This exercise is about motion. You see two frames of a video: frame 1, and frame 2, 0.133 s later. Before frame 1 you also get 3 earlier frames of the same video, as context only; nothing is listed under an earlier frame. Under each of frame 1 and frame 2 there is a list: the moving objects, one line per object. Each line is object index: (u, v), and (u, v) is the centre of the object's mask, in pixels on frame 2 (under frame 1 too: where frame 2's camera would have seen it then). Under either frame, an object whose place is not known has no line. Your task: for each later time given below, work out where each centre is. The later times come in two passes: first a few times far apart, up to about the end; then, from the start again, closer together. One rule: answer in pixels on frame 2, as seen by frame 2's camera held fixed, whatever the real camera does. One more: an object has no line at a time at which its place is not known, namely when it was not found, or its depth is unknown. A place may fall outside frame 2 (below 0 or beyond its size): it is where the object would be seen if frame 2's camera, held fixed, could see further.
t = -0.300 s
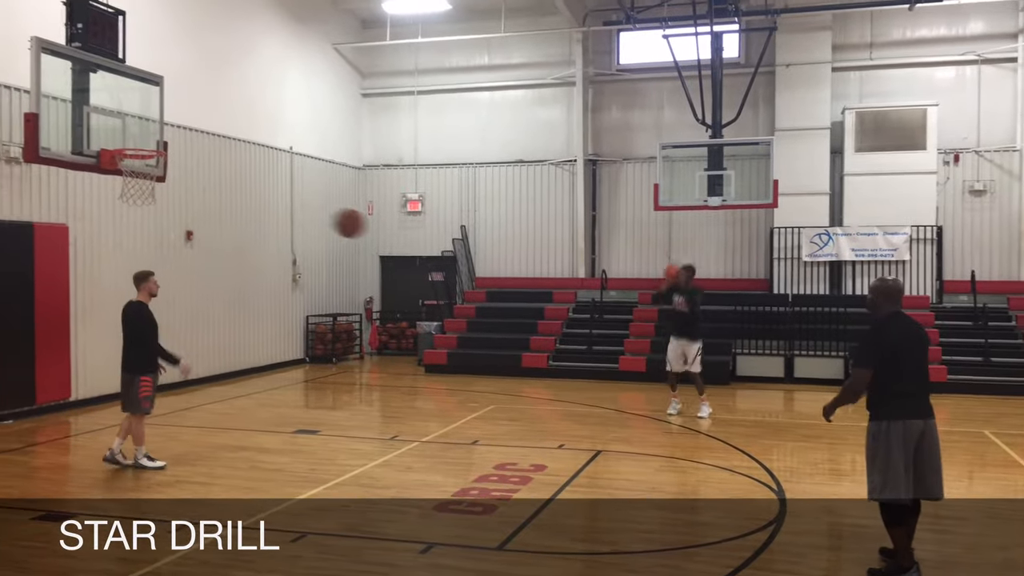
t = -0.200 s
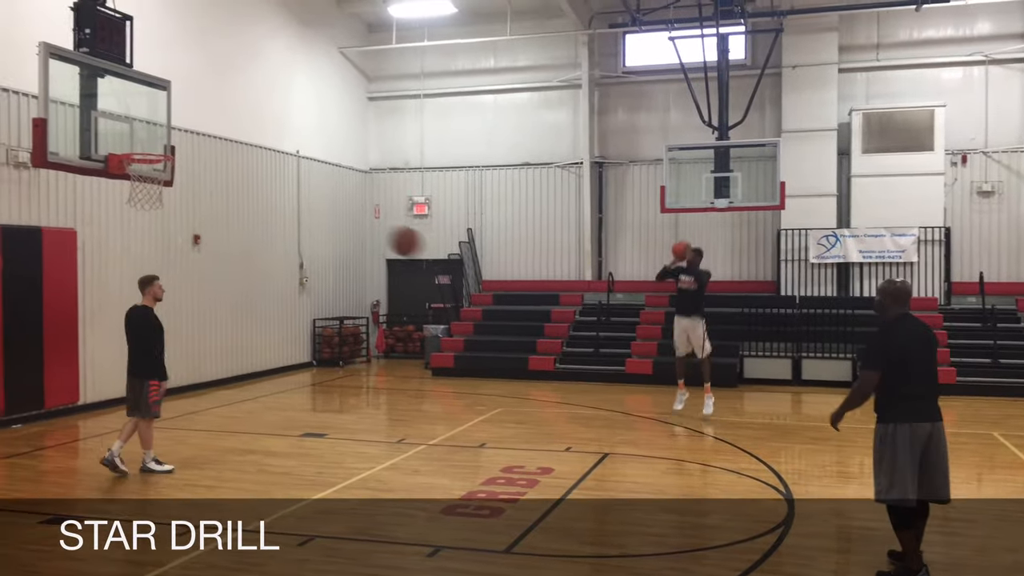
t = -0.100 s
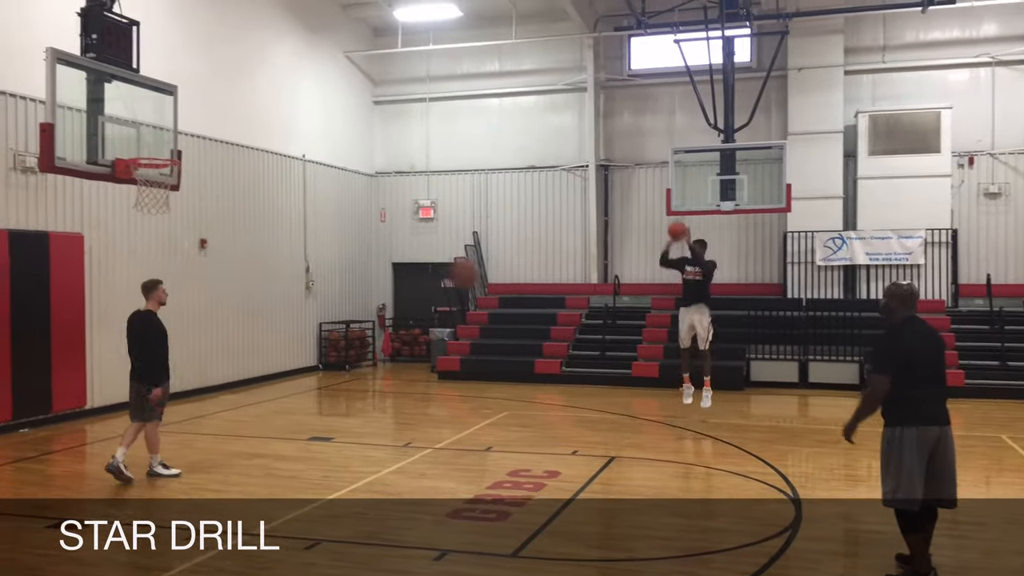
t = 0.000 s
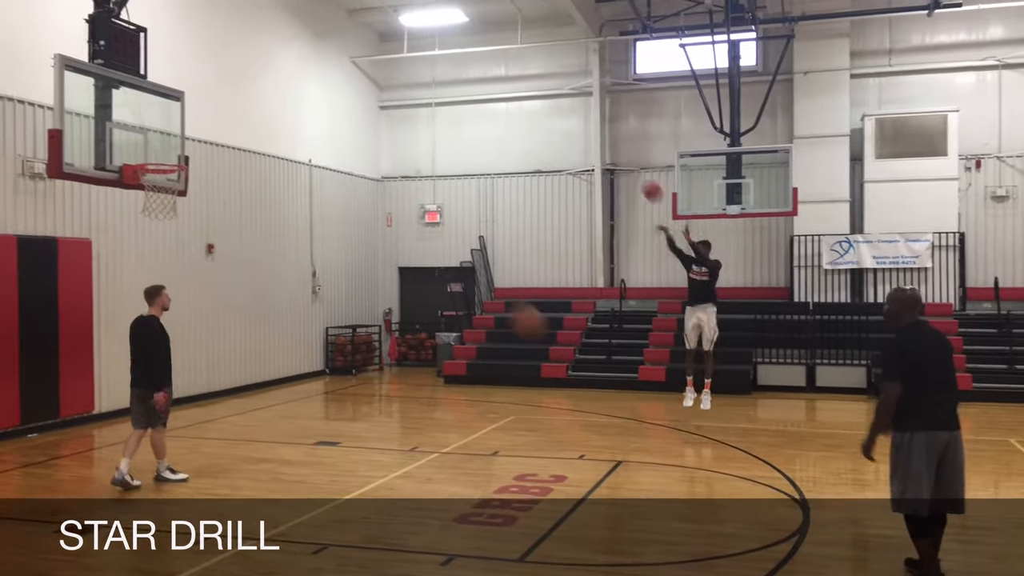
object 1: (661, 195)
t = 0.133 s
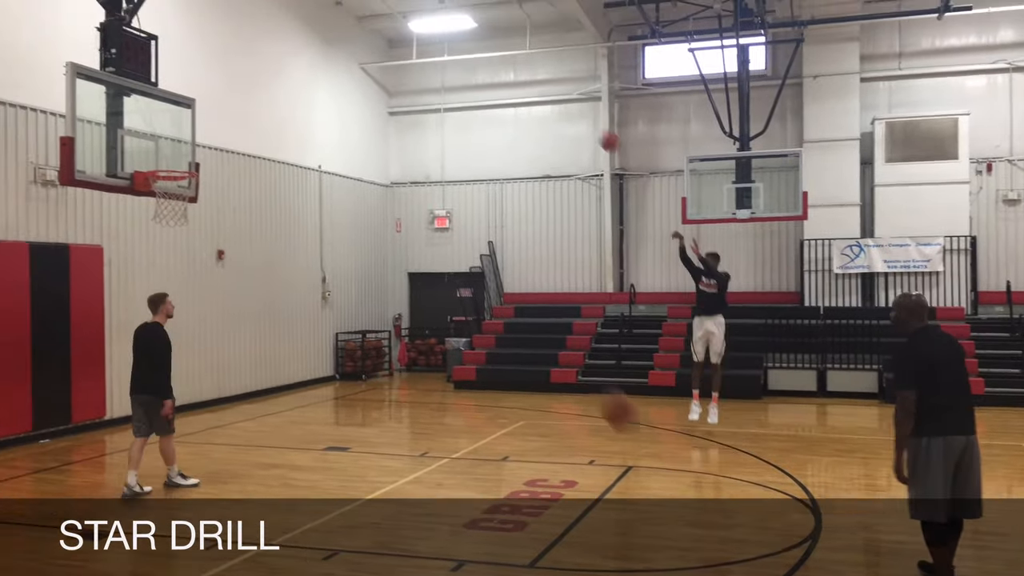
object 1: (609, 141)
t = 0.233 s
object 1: (570, 109)
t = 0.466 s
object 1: (472, 60)
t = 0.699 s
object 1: (369, 57)
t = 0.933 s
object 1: (255, 103)
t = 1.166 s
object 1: (154, 191)
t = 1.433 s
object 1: (155, 254)
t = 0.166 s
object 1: (596, 129)
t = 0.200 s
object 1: (583, 118)
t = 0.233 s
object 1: (570, 109)
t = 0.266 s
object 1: (557, 99)
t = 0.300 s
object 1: (542, 90)
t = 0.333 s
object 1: (529, 83)
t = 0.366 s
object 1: (515, 76)
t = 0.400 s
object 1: (500, 69)
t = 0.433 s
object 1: (487, 65)
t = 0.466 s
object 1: (472, 60)
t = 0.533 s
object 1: (444, 55)
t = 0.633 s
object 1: (400, 53)
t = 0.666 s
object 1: (384, 54)
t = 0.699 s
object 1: (369, 57)
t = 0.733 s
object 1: (354, 60)
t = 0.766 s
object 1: (338, 65)
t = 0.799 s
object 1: (322, 70)
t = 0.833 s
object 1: (306, 76)
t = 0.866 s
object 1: (289, 84)
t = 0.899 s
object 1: (273, 93)
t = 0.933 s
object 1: (255, 103)
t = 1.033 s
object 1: (203, 141)
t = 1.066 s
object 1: (186, 155)
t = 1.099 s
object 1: (168, 171)
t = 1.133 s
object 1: (161, 183)
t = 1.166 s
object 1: (154, 191)
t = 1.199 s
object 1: (152, 197)
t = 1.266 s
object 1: (152, 212)
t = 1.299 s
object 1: (154, 219)
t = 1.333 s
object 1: (154, 226)
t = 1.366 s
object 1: (154, 234)
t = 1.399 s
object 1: (155, 244)
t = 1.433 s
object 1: (155, 254)
